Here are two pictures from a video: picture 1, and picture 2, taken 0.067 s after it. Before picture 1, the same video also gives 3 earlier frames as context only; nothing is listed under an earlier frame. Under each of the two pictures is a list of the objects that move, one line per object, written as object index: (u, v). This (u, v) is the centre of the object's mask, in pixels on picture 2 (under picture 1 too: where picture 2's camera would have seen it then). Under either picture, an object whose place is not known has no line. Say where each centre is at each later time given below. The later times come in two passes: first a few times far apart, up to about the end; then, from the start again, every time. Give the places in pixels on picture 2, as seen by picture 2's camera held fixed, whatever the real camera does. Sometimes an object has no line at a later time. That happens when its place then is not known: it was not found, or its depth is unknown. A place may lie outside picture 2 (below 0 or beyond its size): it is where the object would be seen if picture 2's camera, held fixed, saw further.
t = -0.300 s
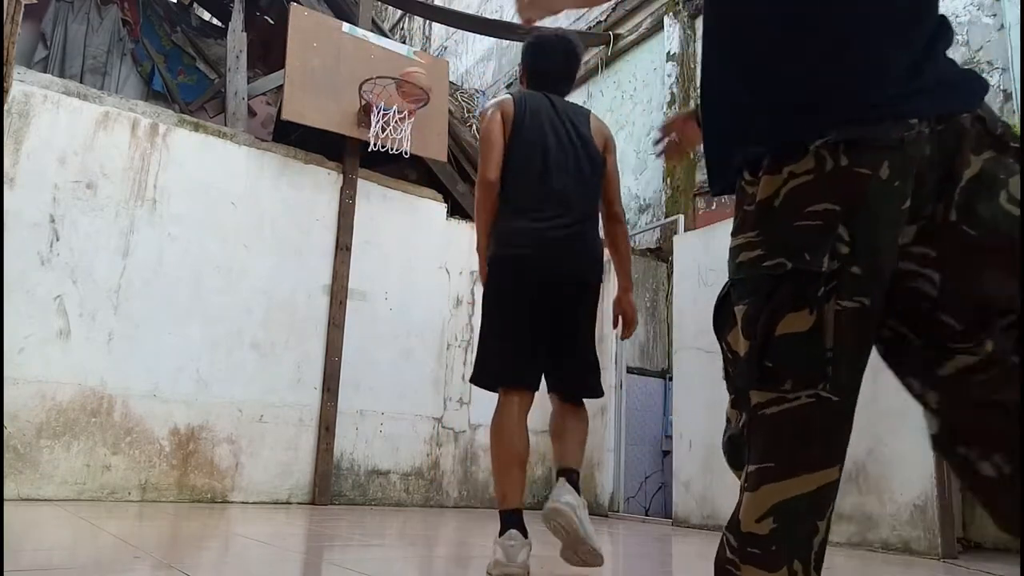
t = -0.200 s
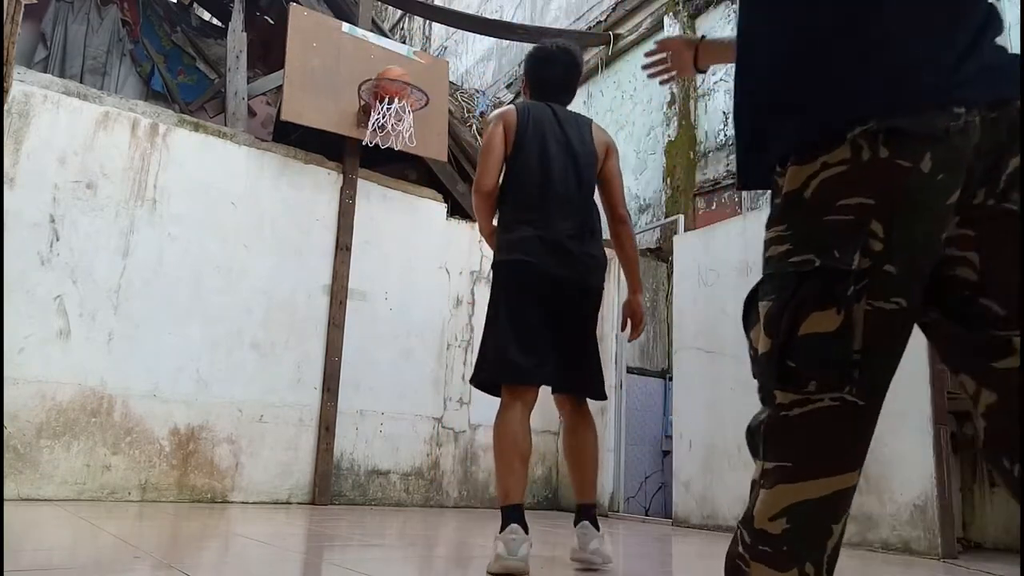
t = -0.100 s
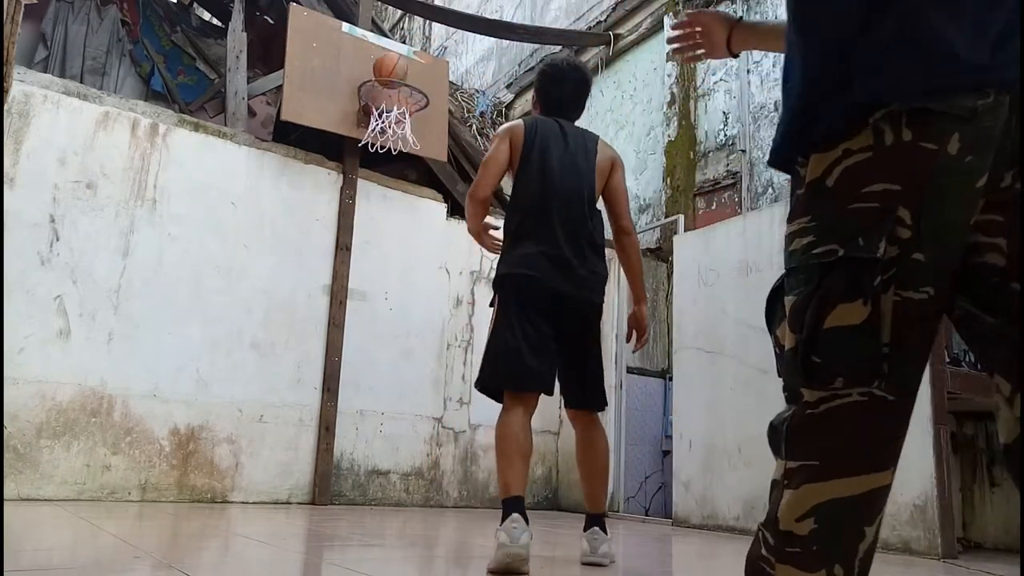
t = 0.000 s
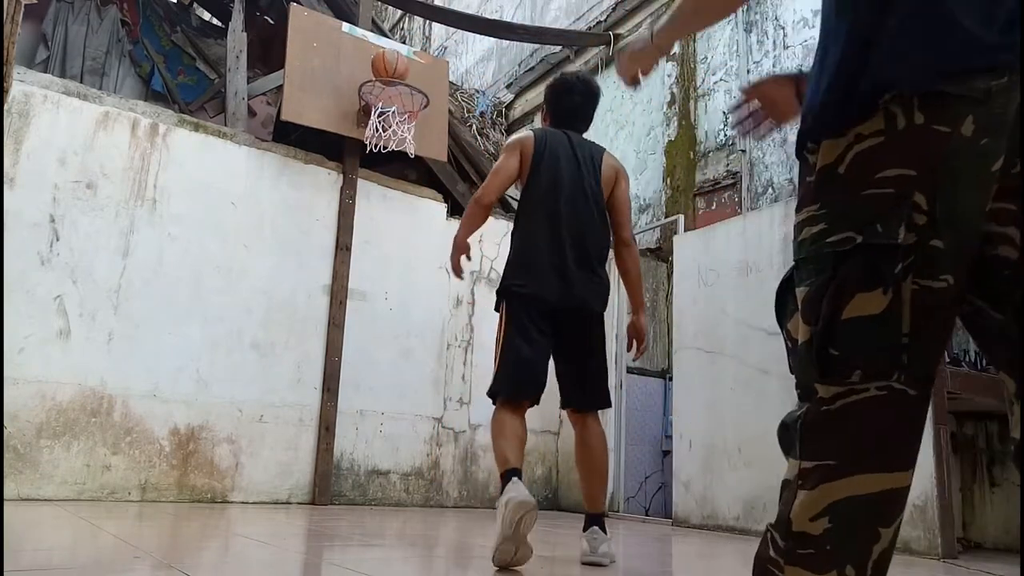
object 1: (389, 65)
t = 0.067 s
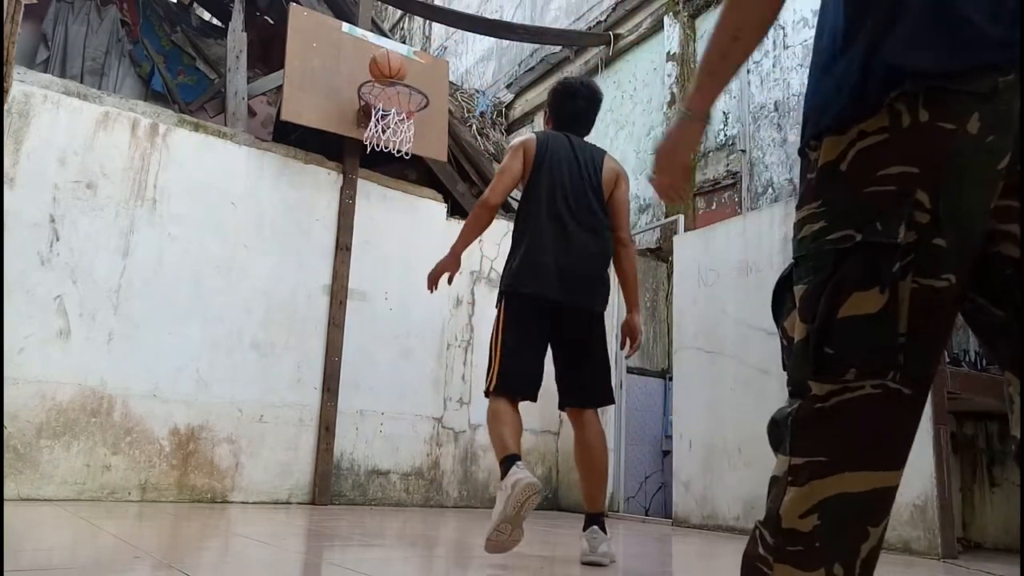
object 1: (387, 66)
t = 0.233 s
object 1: (381, 80)
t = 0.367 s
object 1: (386, 100)
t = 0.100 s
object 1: (387, 64)
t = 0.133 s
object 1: (386, 65)
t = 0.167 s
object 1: (385, 70)
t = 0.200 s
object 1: (382, 75)
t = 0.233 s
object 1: (381, 80)
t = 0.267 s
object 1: (382, 85)
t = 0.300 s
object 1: (383, 91)
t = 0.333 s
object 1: (384, 96)
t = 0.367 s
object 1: (386, 100)
